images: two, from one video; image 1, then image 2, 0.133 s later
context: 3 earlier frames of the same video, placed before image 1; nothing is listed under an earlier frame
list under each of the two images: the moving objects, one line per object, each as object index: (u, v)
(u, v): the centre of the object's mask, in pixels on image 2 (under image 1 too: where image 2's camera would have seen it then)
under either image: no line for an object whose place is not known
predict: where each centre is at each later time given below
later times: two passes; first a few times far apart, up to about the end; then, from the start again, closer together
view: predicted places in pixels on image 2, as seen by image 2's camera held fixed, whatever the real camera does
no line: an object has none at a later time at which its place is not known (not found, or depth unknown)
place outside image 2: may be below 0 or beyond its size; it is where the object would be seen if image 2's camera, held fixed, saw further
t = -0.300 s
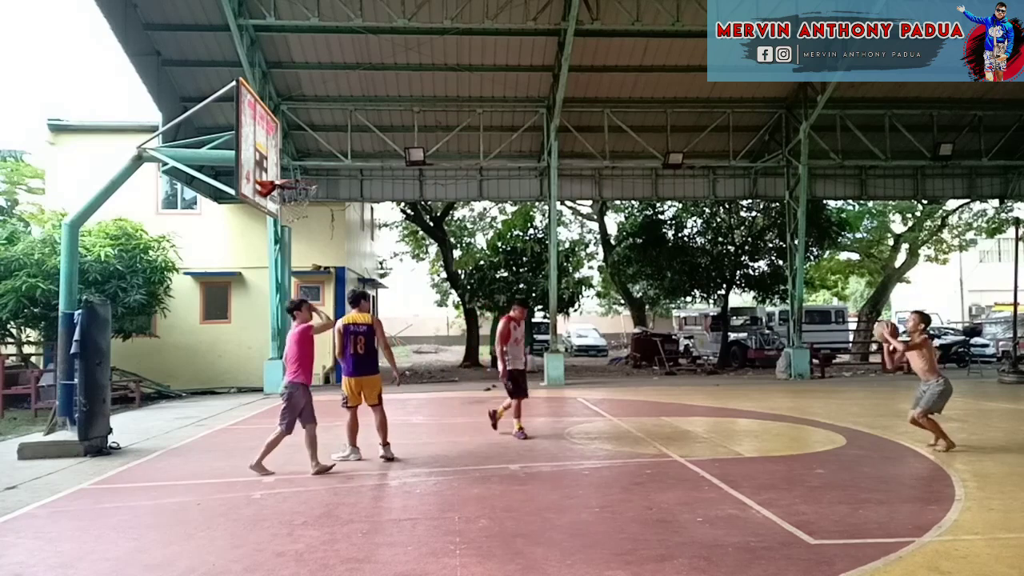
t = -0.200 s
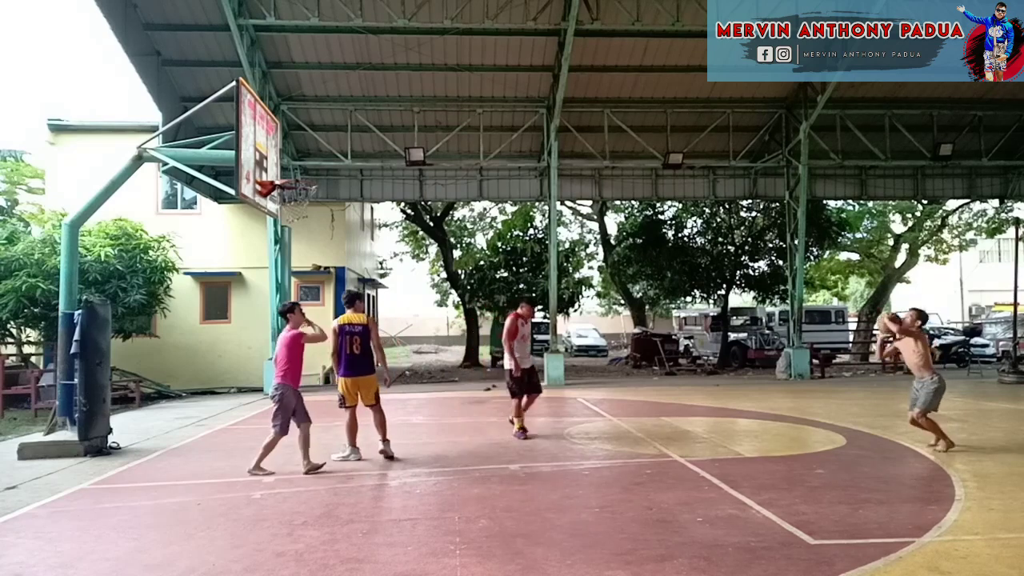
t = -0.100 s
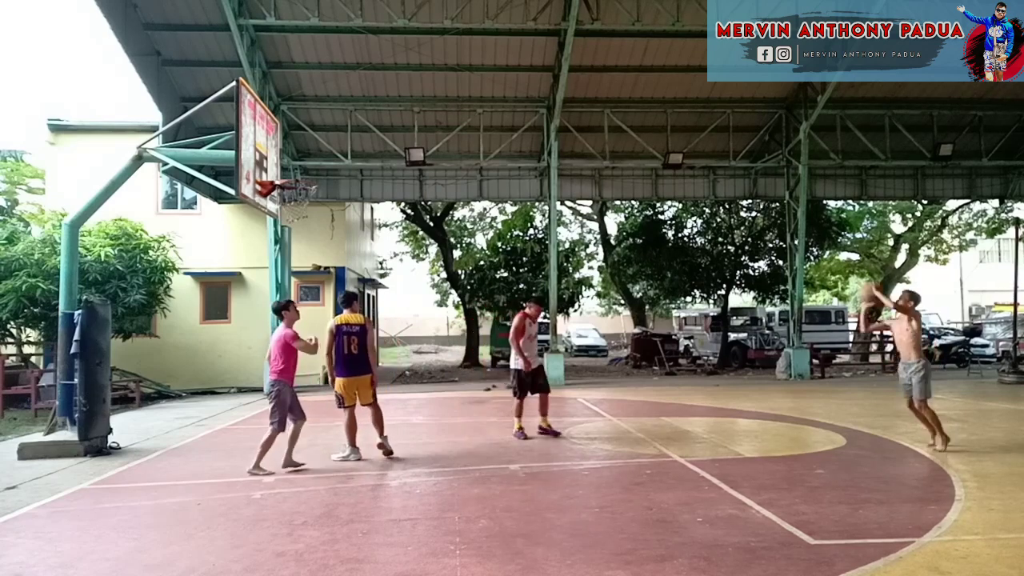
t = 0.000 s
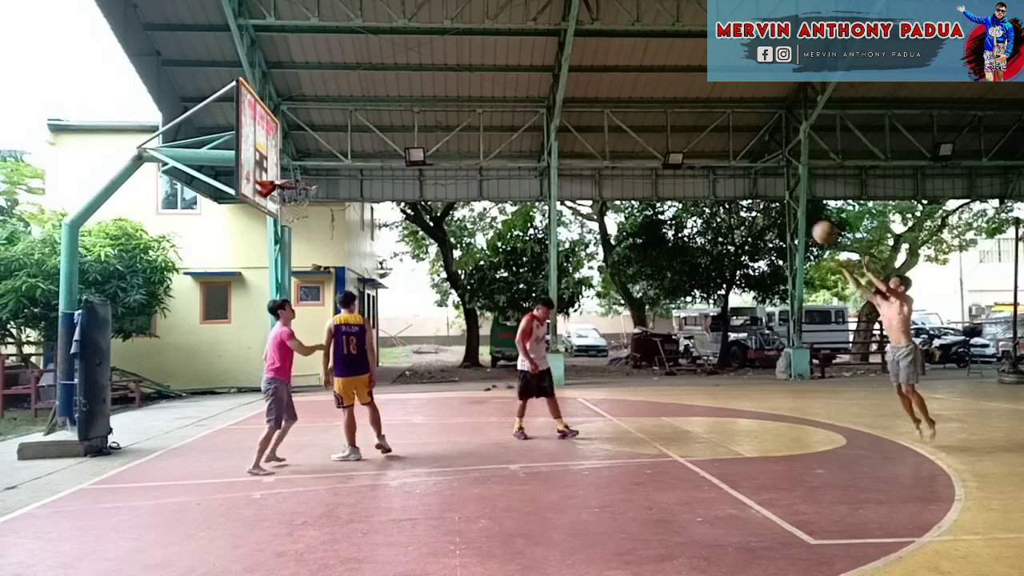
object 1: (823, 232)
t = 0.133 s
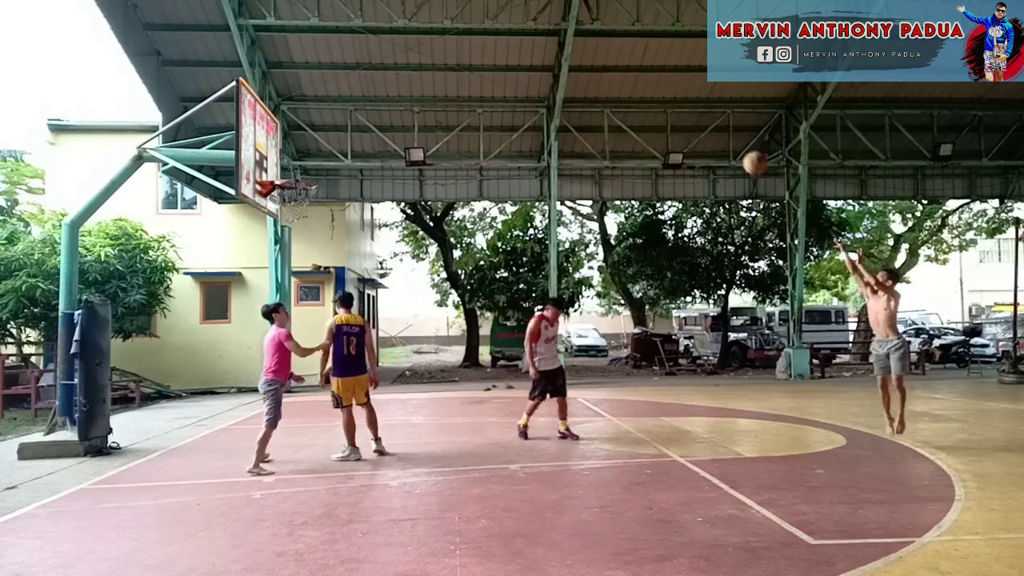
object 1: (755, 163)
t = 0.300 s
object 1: (671, 102)
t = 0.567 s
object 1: (546, 58)
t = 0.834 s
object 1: (429, 76)
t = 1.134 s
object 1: (304, 168)
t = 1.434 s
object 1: (311, 264)
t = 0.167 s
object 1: (737, 149)
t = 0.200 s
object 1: (720, 135)
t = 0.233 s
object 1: (704, 123)
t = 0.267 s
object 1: (687, 112)
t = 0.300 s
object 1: (671, 102)
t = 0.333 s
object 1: (655, 93)
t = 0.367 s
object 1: (639, 85)
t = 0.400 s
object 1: (623, 78)
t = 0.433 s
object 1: (607, 72)
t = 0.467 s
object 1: (592, 67)
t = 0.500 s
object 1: (577, 63)
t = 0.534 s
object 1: (561, 60)
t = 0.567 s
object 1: (546, 58)
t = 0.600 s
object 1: (531, 57)
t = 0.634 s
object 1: (517, 56)
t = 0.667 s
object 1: (502, 58)
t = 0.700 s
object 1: (487, 59)
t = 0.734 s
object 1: (472, 62)
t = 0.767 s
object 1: (458, 65)
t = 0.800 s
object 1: (444, 70)
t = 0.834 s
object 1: (429, 76)
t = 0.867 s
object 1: (415, 82)
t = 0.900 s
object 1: (401, 90)
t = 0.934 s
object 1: (387, 98)
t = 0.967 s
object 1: (373, 107)
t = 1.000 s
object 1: (360, 118)
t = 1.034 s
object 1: (346, 129)
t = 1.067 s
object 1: (332, 141)
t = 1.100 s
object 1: (318, 153)
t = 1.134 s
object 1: (304, 168)
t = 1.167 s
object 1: (290, 180)
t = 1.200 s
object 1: (285, 195)
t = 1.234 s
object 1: (287, 207)
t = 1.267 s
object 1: (290, 214)
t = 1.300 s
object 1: (294, 222)
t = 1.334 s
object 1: (299, 231)
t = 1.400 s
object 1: (307, 252)
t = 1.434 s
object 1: (311, 264)
